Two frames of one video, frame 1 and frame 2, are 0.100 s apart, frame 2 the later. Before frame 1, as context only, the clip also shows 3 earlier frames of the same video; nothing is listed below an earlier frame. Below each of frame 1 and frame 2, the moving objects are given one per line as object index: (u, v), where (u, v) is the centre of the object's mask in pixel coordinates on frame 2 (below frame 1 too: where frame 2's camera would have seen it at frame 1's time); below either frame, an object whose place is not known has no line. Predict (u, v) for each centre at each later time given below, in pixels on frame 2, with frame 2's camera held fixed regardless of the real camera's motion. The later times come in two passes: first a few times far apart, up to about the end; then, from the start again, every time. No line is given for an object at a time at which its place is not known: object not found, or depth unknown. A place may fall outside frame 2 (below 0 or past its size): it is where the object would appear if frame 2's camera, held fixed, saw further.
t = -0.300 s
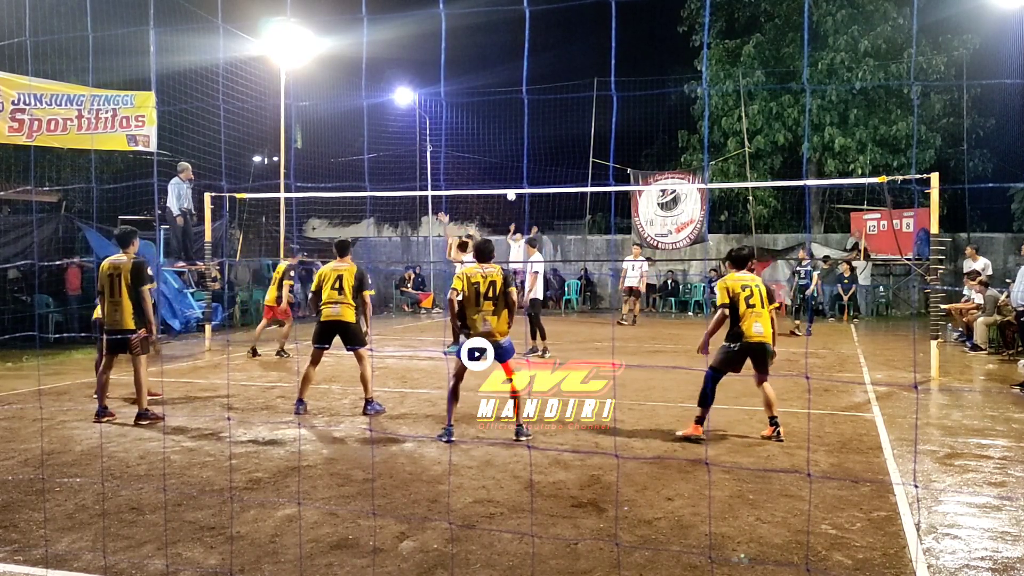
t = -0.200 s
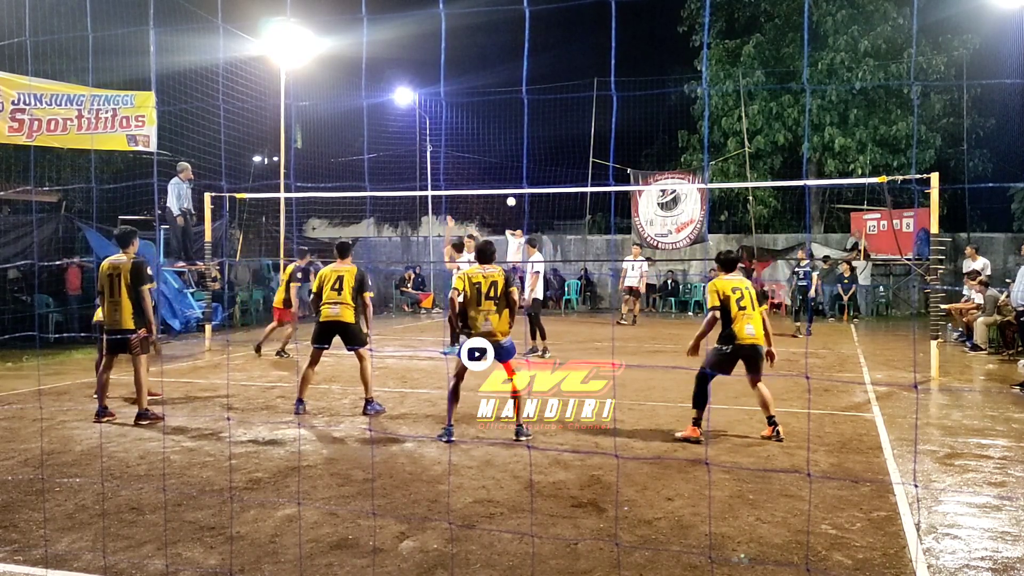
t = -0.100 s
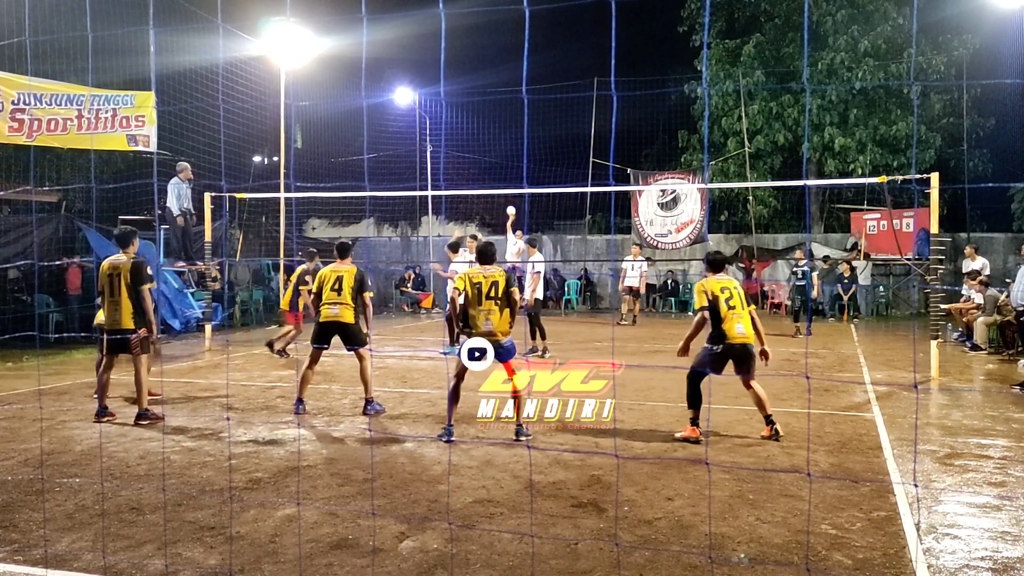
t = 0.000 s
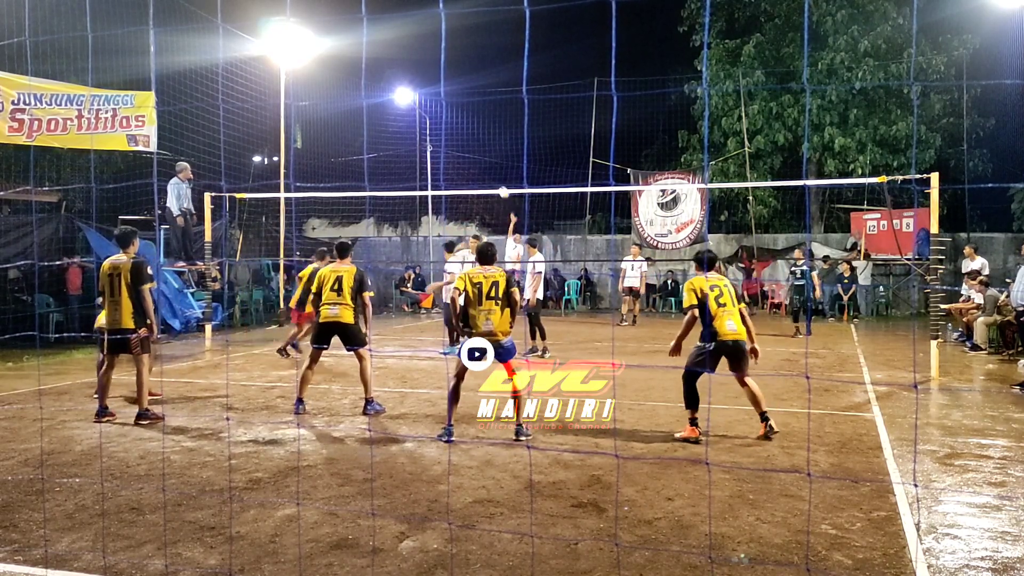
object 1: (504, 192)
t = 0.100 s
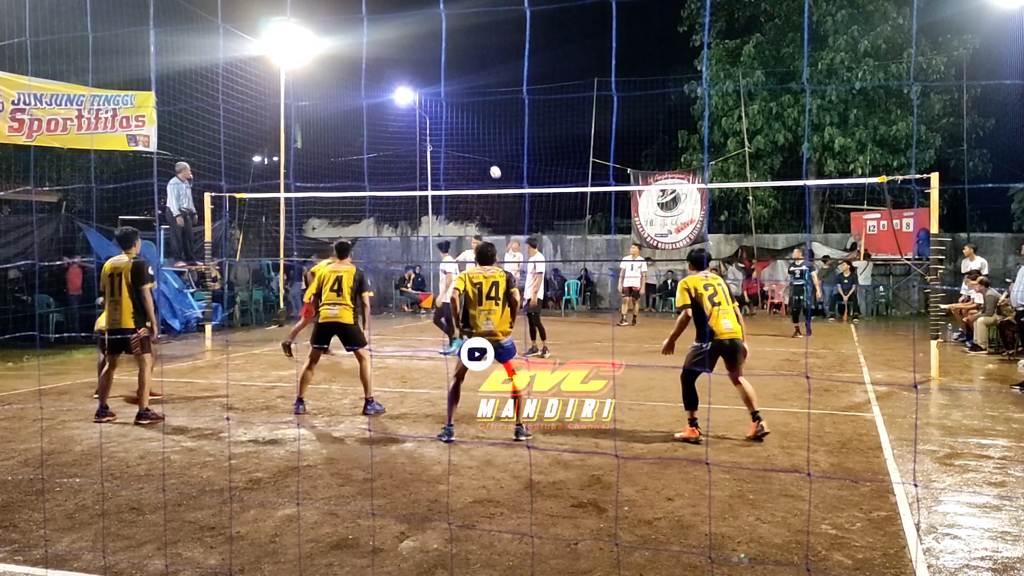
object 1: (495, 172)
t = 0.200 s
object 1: (486, 154)
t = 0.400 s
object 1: (464, 128)
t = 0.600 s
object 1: (438, 119)
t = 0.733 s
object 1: (416, 128)
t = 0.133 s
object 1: (492, 166)
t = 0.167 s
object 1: (489, 160)
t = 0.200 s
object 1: (486, 154)
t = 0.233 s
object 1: (482, 149)
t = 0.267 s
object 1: (479, 144)
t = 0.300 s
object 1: (475, 140)
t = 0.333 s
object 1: (472, 135)
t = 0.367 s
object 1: (468, 132)
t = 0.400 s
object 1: (464, 128)
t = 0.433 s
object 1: (460, 125)
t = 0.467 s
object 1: (456, 122)
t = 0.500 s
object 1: (452, 120)
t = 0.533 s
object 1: (447, 119)
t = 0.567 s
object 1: (443, 119)
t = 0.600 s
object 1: (438, 119)
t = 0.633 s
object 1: (432, 120)
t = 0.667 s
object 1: (427, 122)
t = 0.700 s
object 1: (422, 125)
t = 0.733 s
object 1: (416, 128)
